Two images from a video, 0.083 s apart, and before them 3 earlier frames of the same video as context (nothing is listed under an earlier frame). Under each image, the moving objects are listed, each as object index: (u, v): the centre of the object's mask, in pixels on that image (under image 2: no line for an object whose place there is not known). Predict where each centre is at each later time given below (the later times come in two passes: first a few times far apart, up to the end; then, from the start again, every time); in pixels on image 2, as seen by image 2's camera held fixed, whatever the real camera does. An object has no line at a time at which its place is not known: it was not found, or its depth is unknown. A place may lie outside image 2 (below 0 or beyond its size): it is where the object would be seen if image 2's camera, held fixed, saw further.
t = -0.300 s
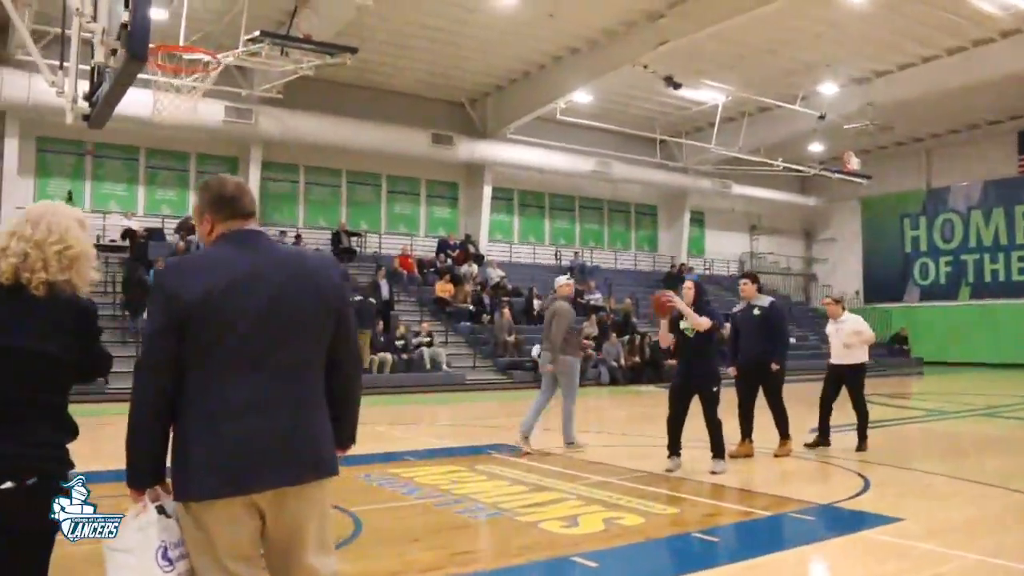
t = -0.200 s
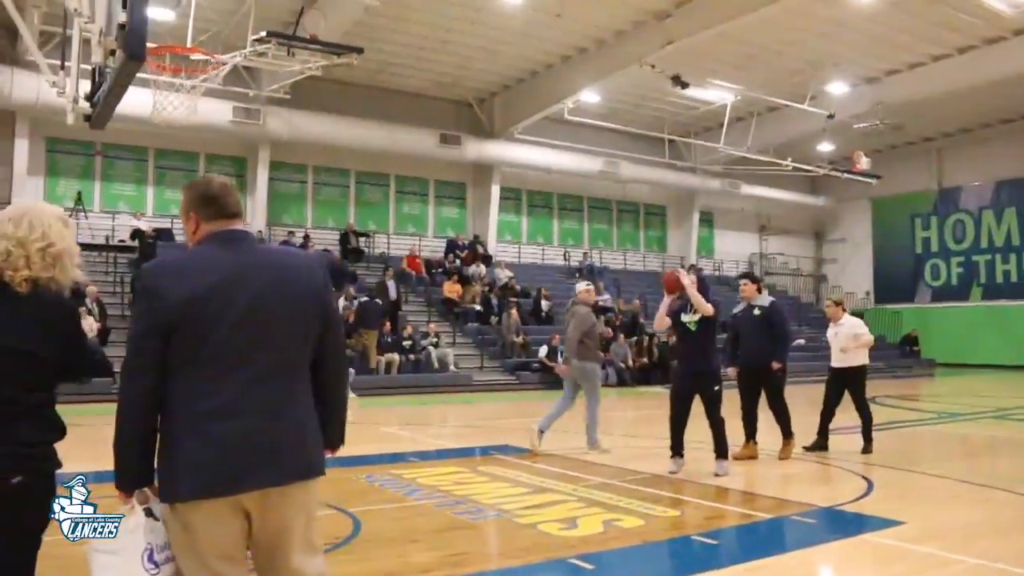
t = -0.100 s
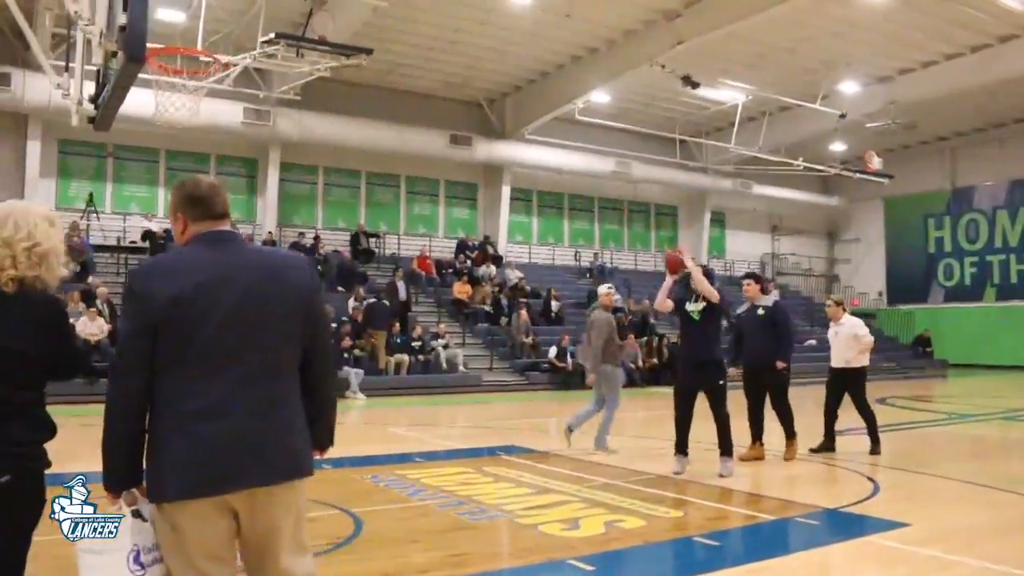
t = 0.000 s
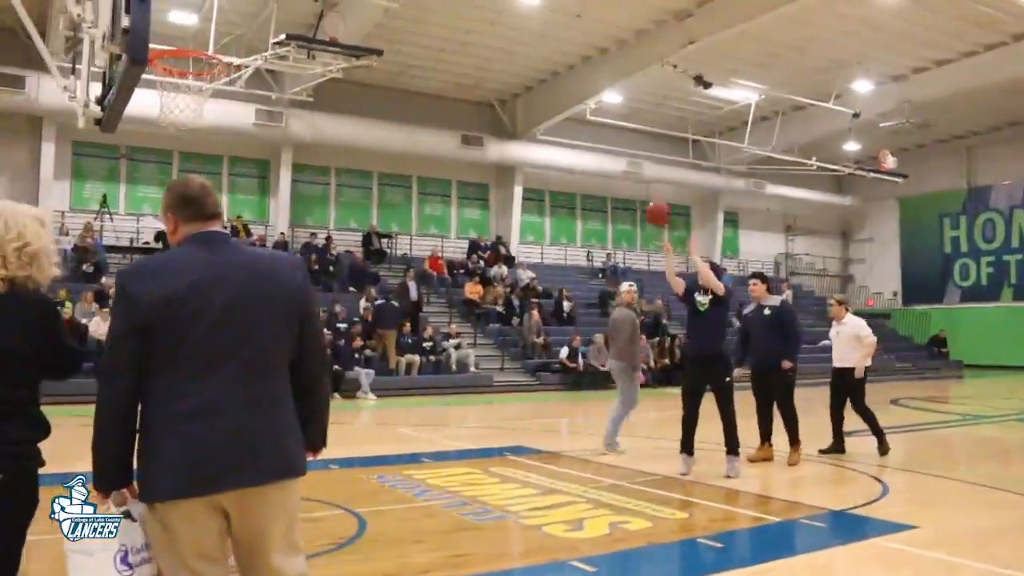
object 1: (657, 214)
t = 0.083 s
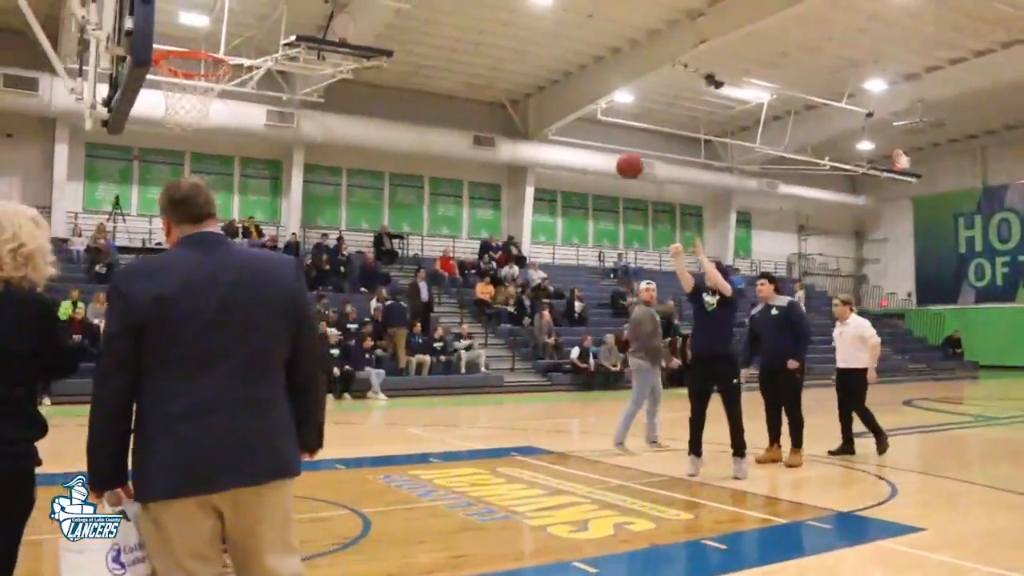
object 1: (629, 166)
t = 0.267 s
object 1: (541, 84)
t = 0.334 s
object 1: (508, 62)
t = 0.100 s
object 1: (621, 156)
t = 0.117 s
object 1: (614, 149)
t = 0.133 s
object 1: (607, 141)
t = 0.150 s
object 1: (598, 133)
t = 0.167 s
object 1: (590, 126)
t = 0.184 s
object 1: (583, 117)
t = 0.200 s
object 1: (575, 111)
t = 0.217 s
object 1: (566, 103)
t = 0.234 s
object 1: (558, 96)
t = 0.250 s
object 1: (549, 90)
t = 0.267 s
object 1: (541, 84)
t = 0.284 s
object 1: (533, 78)
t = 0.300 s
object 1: (524, 72)
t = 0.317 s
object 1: (516, 67)
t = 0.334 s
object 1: (508, 62)
